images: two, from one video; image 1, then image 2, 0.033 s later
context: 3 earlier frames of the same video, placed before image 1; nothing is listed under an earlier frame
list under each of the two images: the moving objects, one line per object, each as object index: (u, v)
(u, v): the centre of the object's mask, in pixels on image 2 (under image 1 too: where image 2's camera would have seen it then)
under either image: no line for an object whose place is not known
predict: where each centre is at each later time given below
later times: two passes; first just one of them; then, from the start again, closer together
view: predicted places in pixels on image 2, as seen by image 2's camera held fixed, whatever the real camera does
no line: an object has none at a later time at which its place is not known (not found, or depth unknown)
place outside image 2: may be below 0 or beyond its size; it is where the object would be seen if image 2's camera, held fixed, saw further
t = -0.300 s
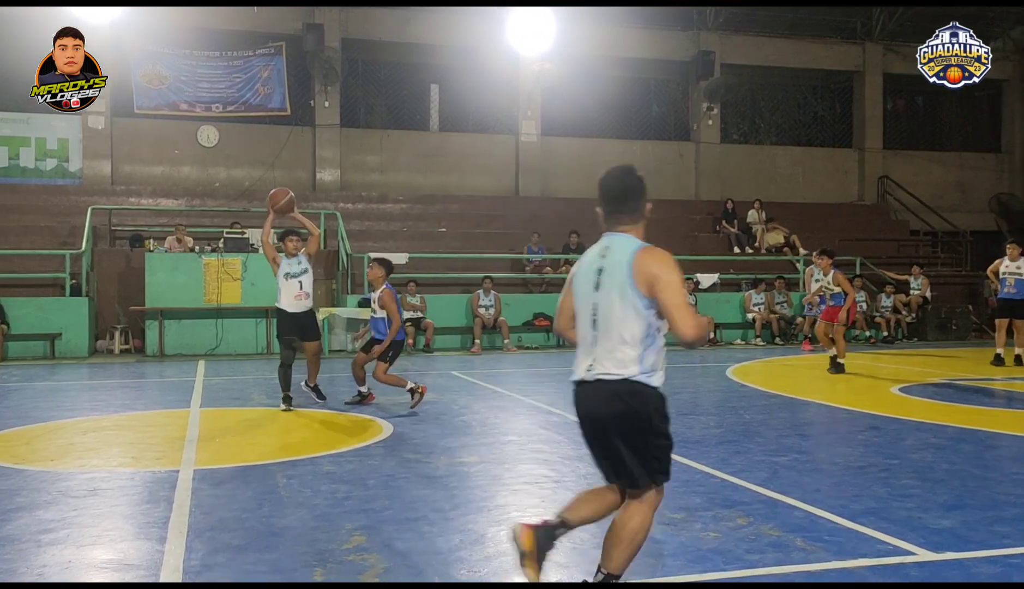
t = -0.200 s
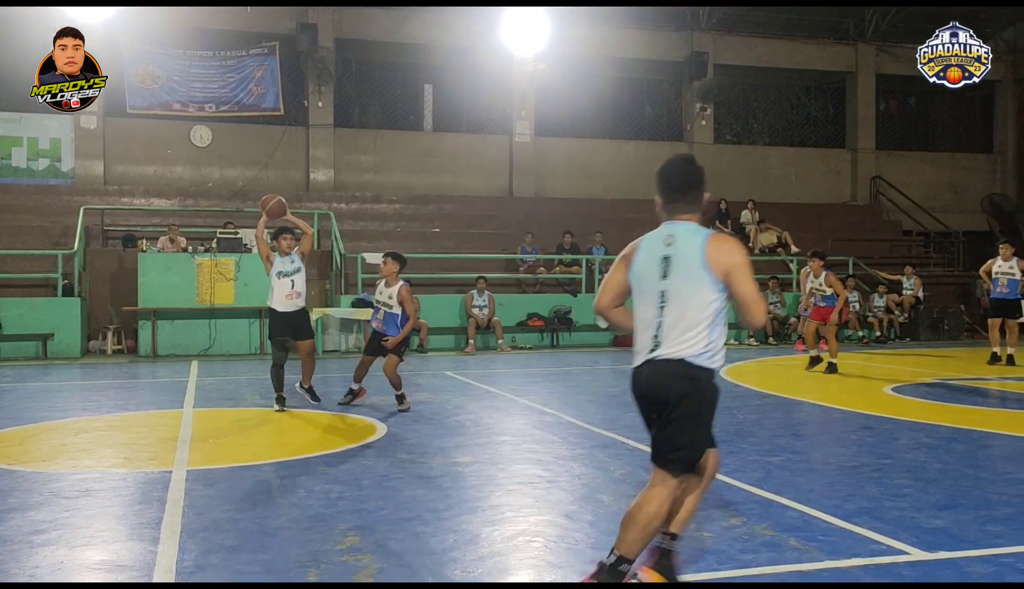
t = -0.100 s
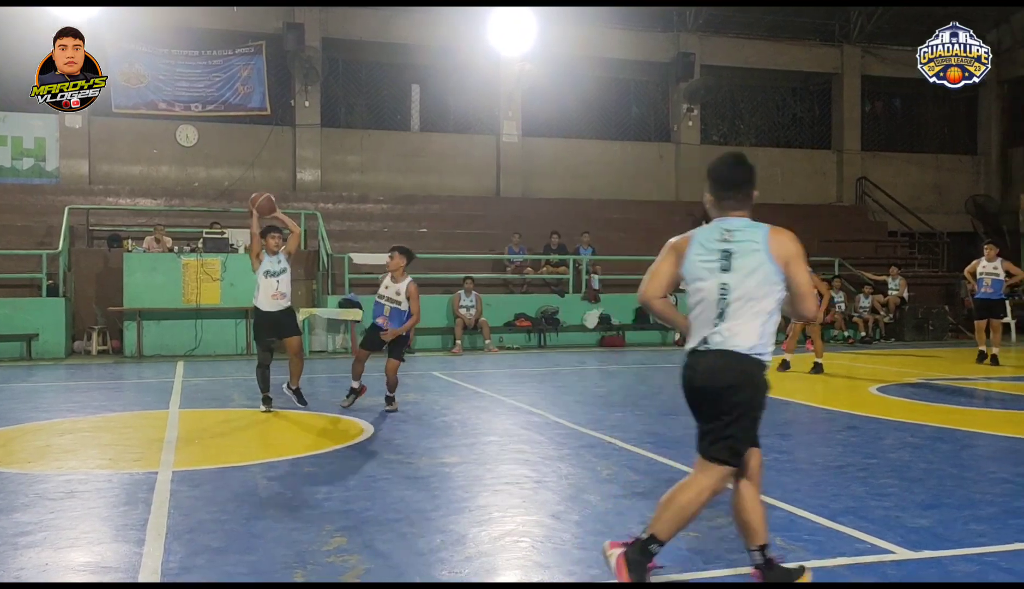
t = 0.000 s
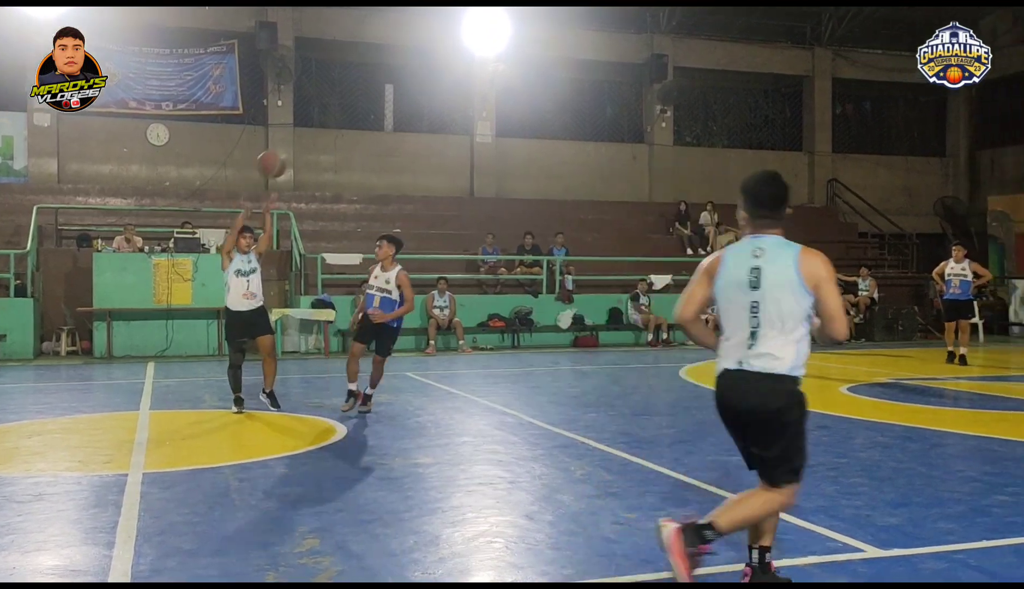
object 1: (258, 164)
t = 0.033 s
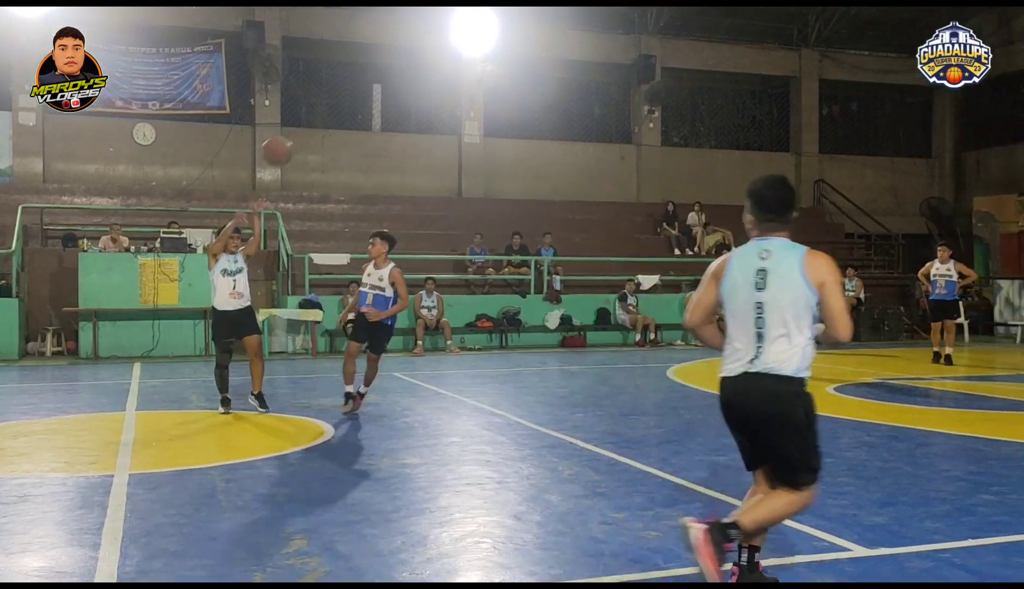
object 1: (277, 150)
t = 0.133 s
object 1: (336, 118)
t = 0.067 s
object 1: (296, 139)
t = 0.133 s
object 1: (336, 118)
